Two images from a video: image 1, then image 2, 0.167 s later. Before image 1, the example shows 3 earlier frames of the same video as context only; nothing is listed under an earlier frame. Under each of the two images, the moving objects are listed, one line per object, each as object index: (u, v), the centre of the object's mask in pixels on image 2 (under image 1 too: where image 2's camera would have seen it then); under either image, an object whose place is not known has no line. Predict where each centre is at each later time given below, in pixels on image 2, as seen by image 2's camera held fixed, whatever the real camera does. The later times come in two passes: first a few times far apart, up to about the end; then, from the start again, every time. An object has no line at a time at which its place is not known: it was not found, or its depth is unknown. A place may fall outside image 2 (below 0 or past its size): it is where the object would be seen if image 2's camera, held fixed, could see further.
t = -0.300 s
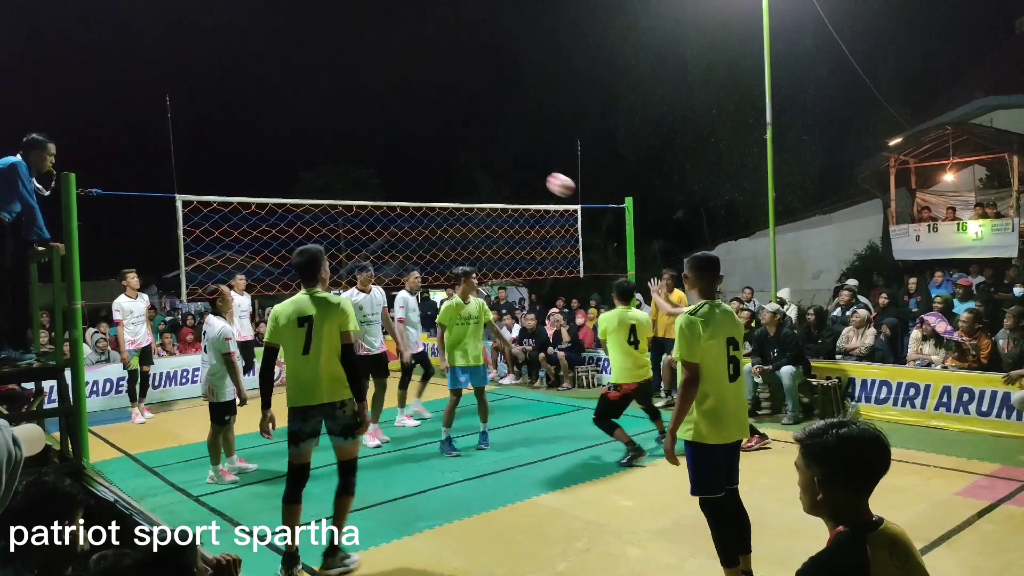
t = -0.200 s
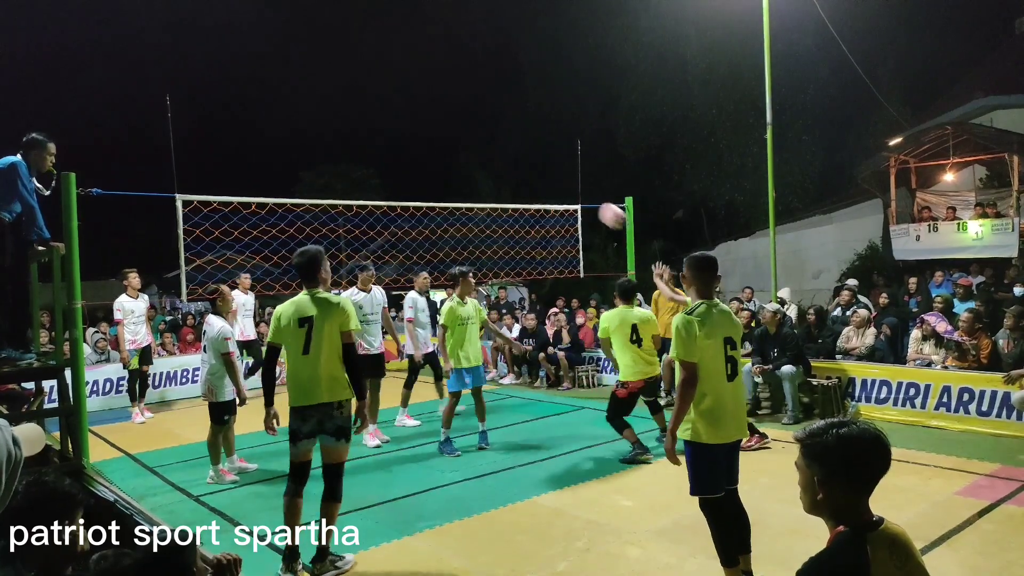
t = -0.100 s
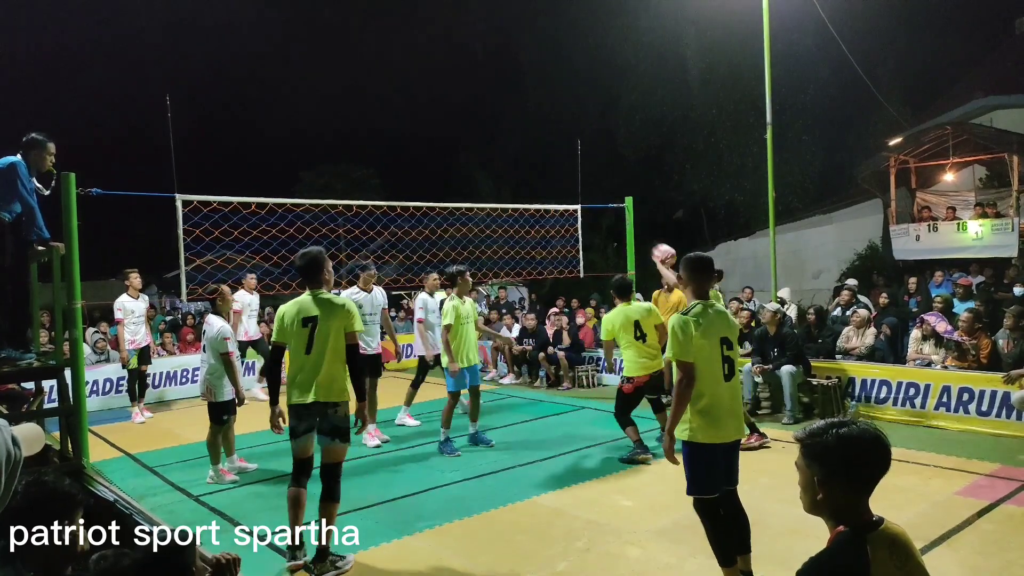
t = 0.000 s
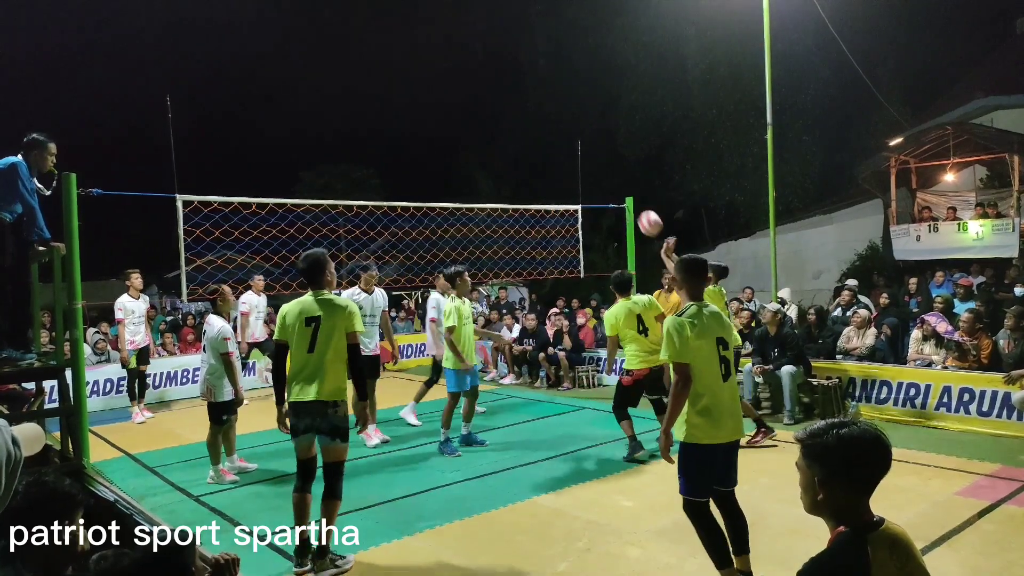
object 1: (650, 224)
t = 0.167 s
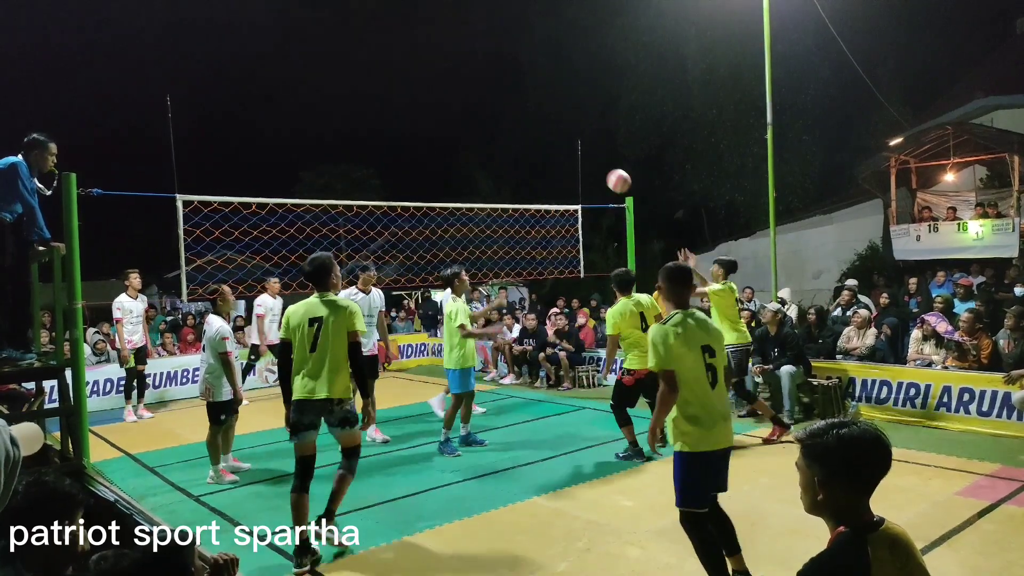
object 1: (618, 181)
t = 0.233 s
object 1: (606, 172)
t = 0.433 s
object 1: (571, 171)
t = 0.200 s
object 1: (612, 176)
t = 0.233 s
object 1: (606, 172)
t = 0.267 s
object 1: (600, 169)
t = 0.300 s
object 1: (594, 167)
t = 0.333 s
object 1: (588, 167)
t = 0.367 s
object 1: (583, 167)
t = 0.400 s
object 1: (577, 169)
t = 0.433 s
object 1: (571, 171)
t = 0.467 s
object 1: (566, 175)
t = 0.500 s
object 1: (560, 180)
